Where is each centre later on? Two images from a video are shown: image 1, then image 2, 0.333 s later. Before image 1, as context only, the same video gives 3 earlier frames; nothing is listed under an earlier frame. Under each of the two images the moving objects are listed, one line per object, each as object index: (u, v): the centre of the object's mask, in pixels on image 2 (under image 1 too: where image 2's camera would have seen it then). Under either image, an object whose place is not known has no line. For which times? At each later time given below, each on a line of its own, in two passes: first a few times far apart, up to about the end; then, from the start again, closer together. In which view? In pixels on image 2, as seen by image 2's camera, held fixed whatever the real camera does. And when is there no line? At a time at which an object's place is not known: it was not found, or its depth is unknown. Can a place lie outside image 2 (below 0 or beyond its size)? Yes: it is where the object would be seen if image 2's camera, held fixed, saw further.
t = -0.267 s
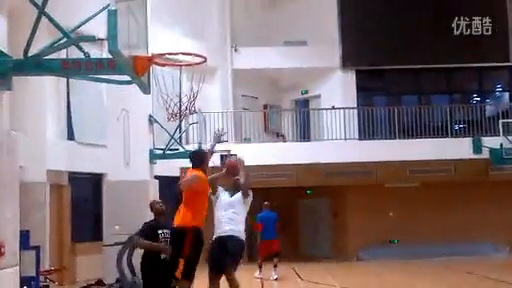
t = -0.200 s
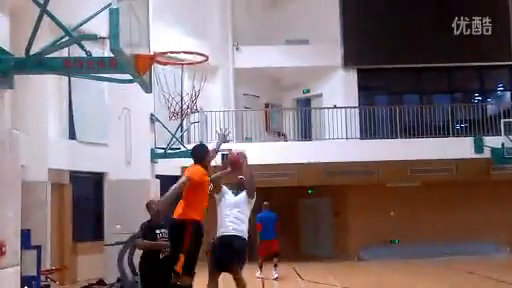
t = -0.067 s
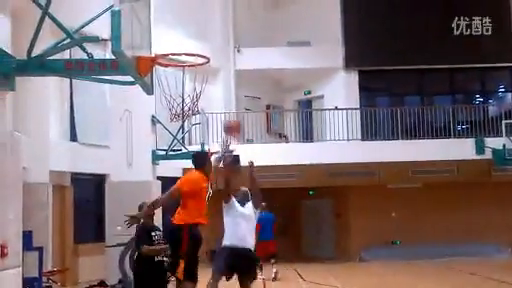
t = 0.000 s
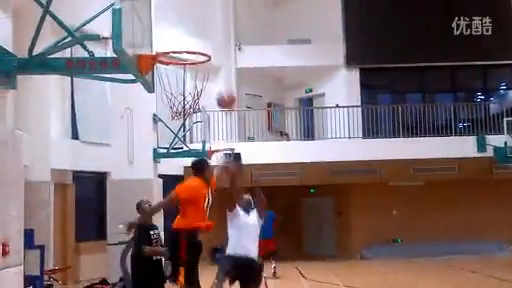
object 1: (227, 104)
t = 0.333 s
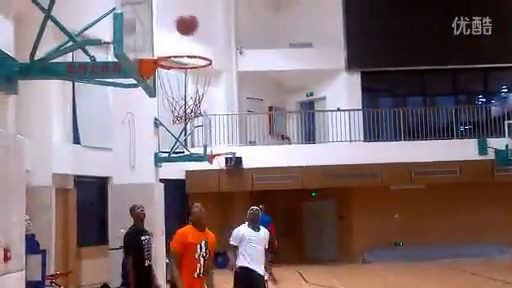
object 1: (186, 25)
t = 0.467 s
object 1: (168, 13)
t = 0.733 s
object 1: (176, 46)
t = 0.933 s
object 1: (188, 66)
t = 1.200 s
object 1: (183, 118)
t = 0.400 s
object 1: (177, 17)
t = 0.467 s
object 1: (168, 13)
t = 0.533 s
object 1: (159, 14)
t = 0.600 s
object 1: (165, 21)
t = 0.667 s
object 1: (170, 31)
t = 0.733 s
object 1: (176, 46)
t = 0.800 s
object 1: (181, 55)
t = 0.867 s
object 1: (186, 58)
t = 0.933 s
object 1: (188, 66)
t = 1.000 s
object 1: (186, 77)
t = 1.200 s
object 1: (183, 118)
